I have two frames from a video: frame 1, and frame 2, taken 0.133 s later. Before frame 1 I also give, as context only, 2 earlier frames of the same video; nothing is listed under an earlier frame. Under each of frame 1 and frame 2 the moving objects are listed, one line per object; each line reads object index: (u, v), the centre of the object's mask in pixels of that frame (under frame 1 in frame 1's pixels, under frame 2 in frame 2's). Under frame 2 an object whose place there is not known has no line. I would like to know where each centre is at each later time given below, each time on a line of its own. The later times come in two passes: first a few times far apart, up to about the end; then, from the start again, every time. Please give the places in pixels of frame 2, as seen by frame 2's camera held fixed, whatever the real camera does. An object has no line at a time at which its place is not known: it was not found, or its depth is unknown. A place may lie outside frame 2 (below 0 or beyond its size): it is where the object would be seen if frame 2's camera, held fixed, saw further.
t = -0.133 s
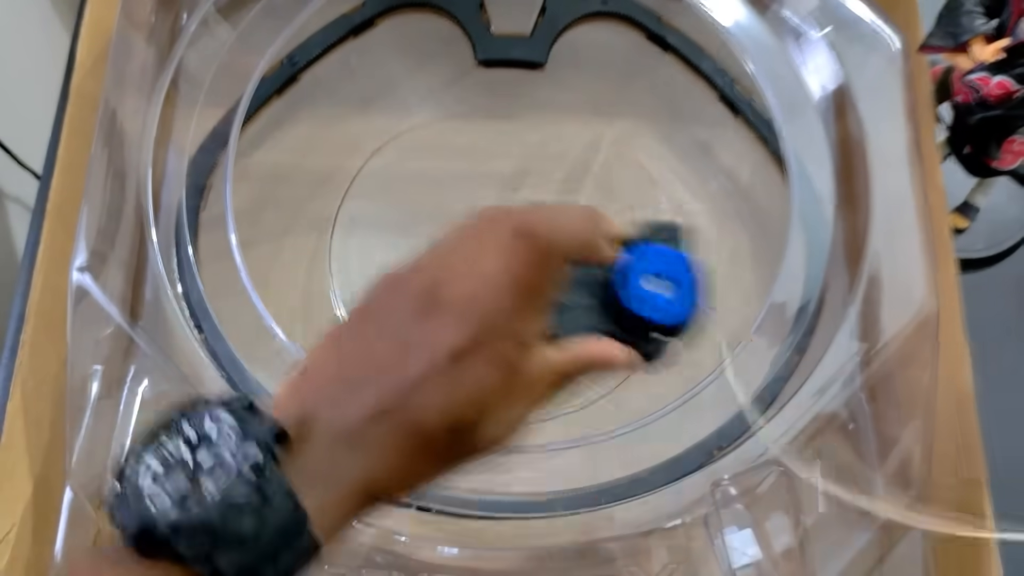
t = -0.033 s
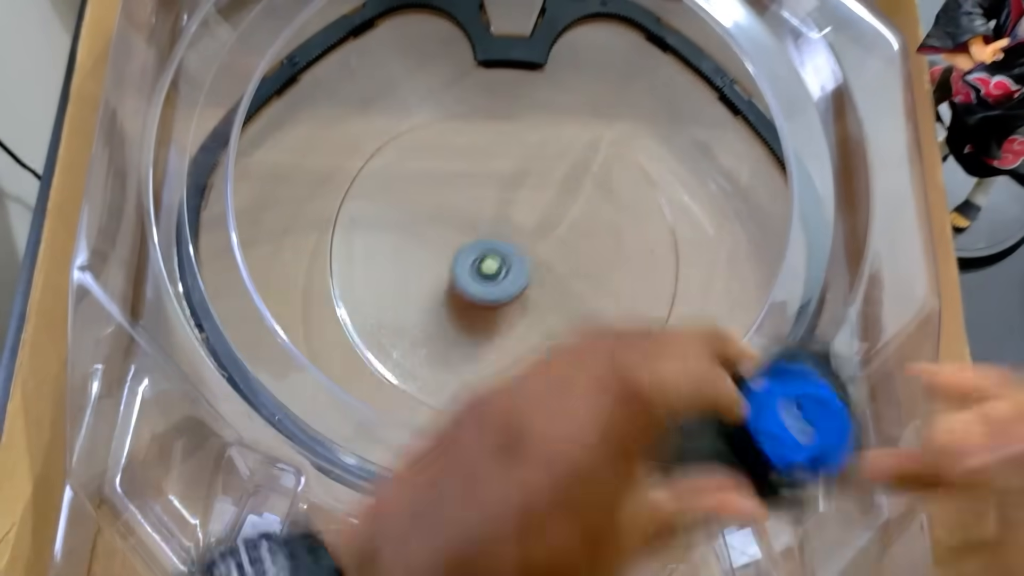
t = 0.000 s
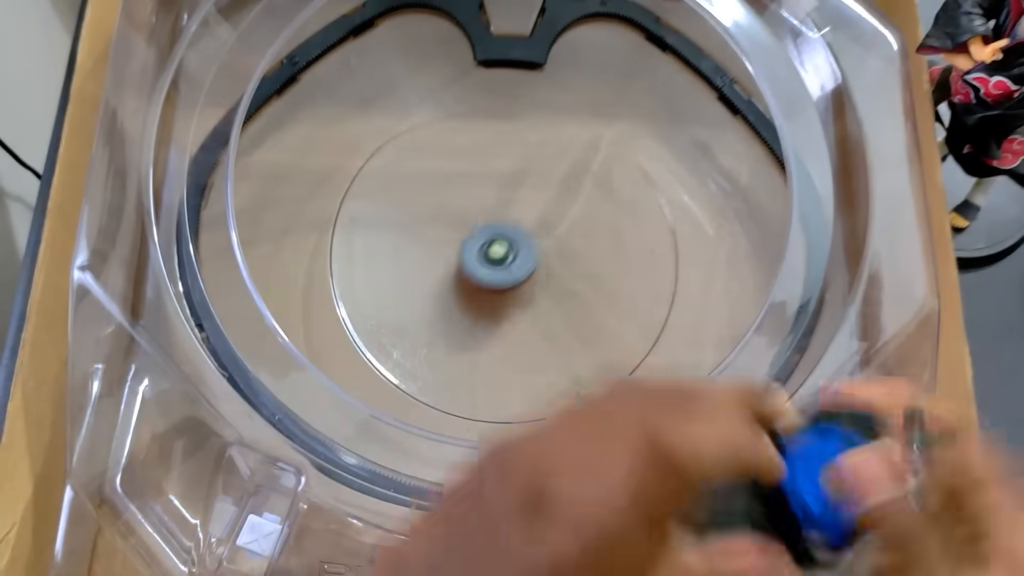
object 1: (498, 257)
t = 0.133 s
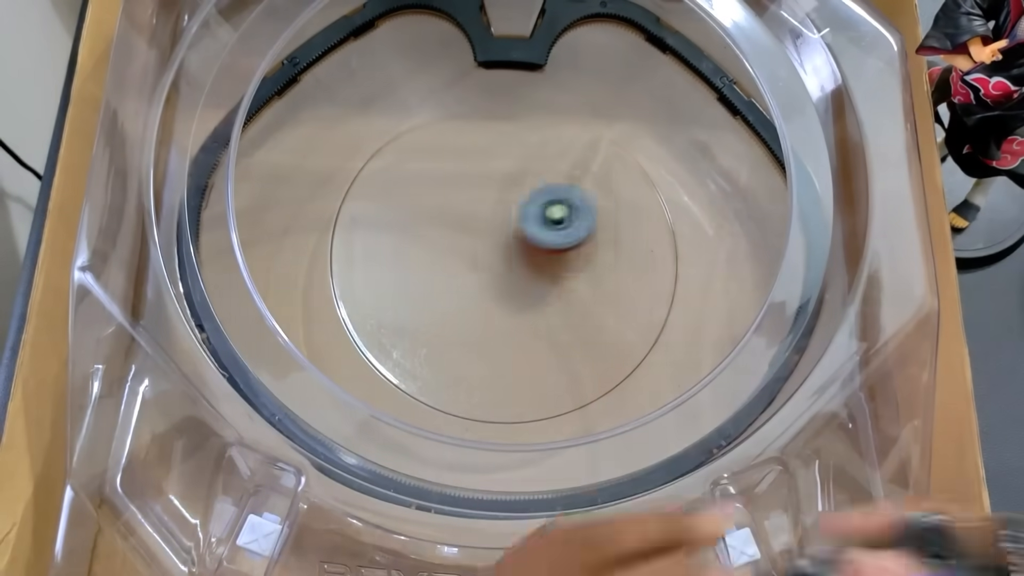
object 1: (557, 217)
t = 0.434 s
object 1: (691, 249)
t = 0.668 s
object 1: (763, 209)
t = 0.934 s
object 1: (730, 224)
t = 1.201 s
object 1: (694, 204)
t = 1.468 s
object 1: (753, 226)
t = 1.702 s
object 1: (658, 332)
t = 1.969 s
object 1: (333, 232)
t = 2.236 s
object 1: (447, 95)
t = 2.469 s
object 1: (755, 191)
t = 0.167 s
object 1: (576, 215)
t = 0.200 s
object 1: (596, 213)
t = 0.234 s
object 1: (617, 214)
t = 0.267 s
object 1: (636, 216)
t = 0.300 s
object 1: (654, 220)
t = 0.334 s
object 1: (672, 225)
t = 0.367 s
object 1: (678, 235)
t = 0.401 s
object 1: (684, 244)
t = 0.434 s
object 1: (691, 249)
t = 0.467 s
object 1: (698, 250)
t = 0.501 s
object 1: (707, 247)
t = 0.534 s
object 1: (719, 240)
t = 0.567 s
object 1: (730, 235)
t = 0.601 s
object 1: (745, 227)
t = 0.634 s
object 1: (756, 218)
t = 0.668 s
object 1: (763, 209)
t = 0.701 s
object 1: (769, 200)
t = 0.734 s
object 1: (772, 197)
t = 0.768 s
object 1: (769, 204)
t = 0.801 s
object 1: (765, 210)
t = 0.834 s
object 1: (758, 218)
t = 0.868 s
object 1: (752, 221)
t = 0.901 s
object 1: (743, 223)
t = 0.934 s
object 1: (730, 224)
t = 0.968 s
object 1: (721, 223)
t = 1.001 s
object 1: (714, 221)
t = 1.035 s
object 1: (706, 219)
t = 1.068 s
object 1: (700, 216)
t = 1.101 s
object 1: (695, 213)
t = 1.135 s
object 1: (693, 210)
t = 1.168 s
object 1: (693, 207)
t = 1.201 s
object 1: (694, 204)
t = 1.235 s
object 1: (697, 201)
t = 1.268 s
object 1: (703, 199)
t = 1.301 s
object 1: (710, 196)
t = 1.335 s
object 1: (718, 197)
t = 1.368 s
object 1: (729, 199)
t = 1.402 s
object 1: (739, 205)
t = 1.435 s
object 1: (748, 213)
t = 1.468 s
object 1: (753, 226)
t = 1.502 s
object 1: (754, 242)
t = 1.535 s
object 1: (752, 258)
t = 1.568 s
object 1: (744, 277)
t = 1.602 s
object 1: (733, 294)
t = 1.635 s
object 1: (717, 311)
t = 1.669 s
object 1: (692, 325)
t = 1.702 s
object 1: (658, 332)
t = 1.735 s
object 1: (622, 338)
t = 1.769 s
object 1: (580, 341)
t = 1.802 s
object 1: (531, 338)
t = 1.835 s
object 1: (483, 329)
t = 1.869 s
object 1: (438, 314)
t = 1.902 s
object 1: (393, 291)
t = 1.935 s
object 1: (355, 264)
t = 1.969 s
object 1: (333, 232)
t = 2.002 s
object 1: (315, 205)
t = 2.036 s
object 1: (302, 175)
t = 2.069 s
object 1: (291, 145)
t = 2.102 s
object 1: (297, 122)
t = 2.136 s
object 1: (331, 113)
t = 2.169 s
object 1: (367, 106)
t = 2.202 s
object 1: (407, 100)
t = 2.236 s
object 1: (447, 95)
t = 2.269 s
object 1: (491, 91)
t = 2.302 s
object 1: (535, 93)
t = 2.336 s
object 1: (578, 103)
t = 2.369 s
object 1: (628, 118)
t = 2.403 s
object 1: (674, 136)
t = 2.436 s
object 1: (719, 157)
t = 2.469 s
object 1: (755, 191)
